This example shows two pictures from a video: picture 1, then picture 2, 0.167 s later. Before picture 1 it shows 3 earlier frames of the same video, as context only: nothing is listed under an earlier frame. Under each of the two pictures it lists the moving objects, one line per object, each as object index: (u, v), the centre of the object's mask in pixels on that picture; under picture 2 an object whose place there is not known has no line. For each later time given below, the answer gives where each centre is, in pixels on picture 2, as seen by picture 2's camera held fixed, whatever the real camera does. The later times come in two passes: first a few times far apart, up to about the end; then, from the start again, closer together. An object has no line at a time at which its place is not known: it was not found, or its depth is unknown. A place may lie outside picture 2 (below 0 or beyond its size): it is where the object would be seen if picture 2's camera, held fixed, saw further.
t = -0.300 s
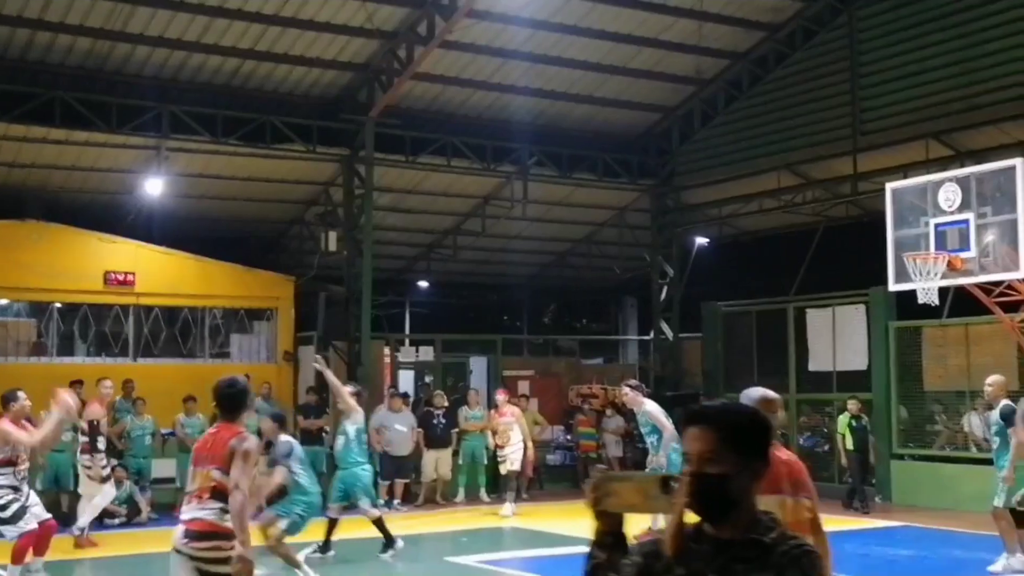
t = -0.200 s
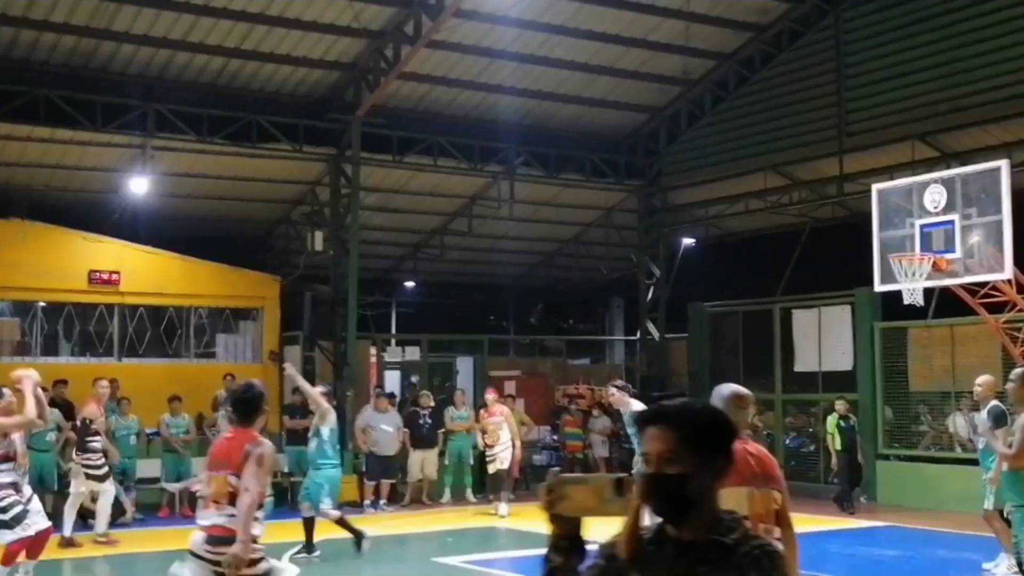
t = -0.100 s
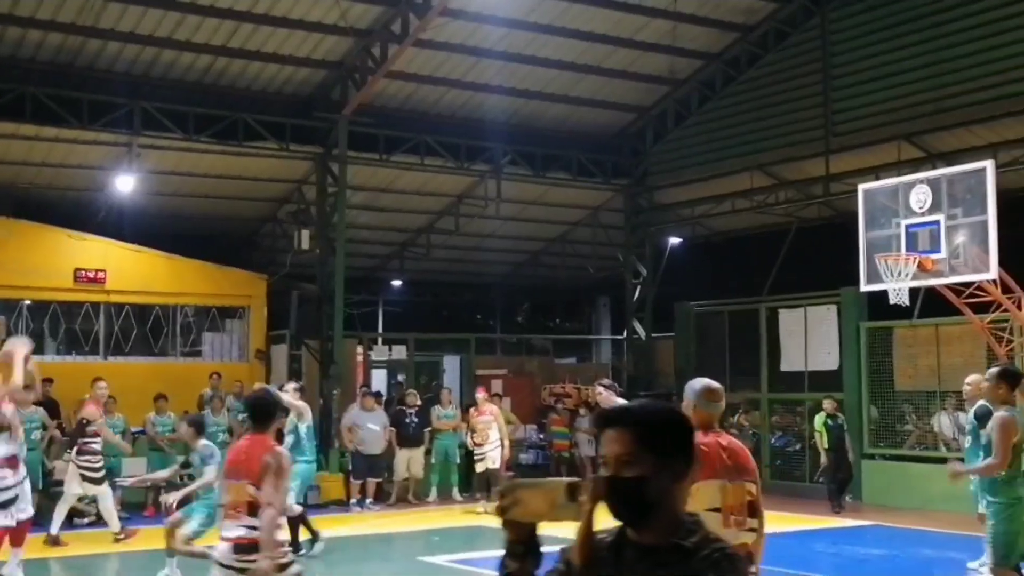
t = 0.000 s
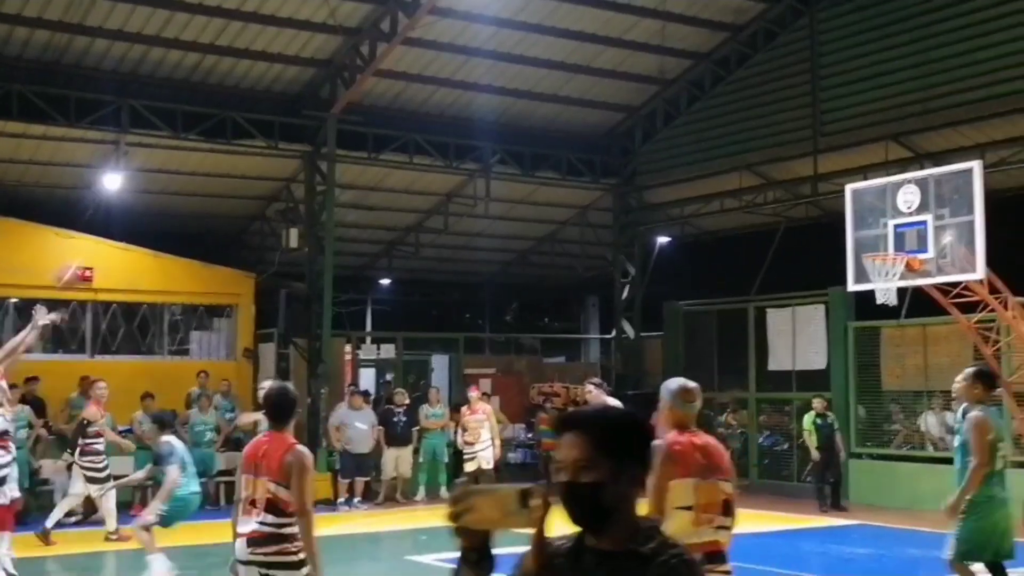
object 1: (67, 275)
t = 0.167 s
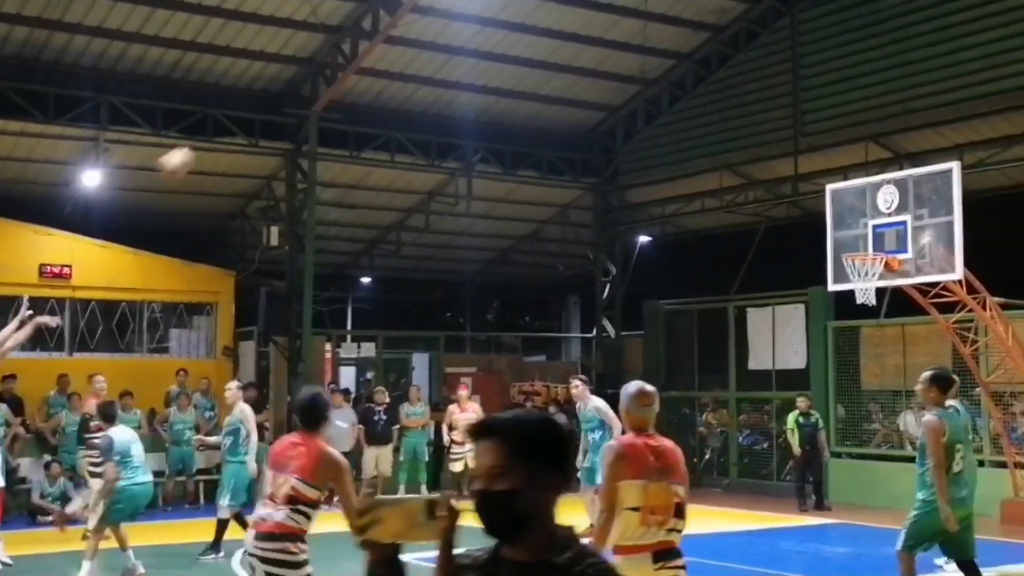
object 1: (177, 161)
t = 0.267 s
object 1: (249, 117)
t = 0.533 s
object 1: (428, 46)
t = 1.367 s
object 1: (880, 269)
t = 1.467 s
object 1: (888, 275)
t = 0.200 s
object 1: (202, 143)
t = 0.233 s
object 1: (226, 130)
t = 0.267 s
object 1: (249, 117)
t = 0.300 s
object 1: (272, 103)
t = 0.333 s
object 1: (296, 92)
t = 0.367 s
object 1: (318, 81)
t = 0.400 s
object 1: (341, 71)
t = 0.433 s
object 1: (362, 63)
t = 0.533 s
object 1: (428, 46)
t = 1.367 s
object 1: (880, 269)
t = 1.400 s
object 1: (886, 277)
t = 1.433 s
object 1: (887, 278)
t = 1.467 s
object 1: (888, 275)
